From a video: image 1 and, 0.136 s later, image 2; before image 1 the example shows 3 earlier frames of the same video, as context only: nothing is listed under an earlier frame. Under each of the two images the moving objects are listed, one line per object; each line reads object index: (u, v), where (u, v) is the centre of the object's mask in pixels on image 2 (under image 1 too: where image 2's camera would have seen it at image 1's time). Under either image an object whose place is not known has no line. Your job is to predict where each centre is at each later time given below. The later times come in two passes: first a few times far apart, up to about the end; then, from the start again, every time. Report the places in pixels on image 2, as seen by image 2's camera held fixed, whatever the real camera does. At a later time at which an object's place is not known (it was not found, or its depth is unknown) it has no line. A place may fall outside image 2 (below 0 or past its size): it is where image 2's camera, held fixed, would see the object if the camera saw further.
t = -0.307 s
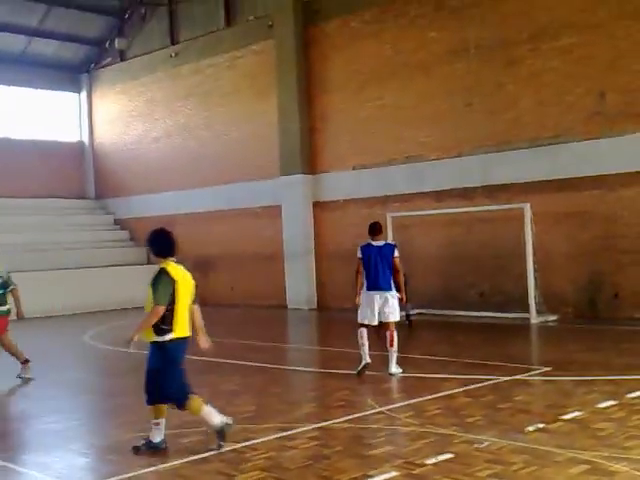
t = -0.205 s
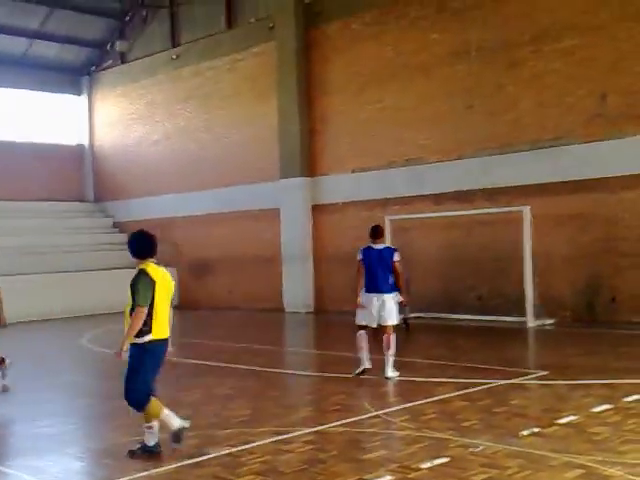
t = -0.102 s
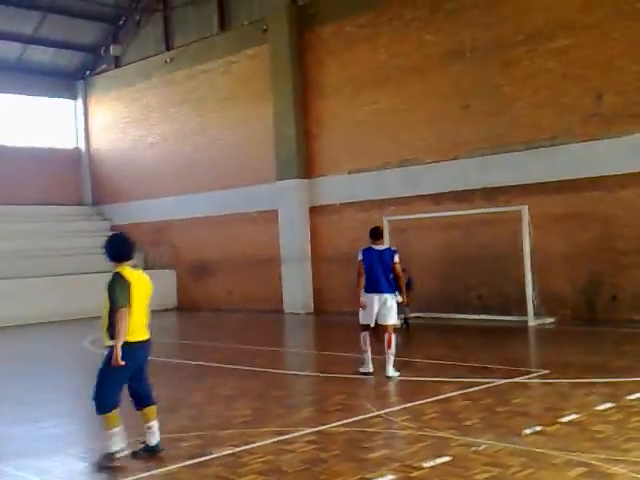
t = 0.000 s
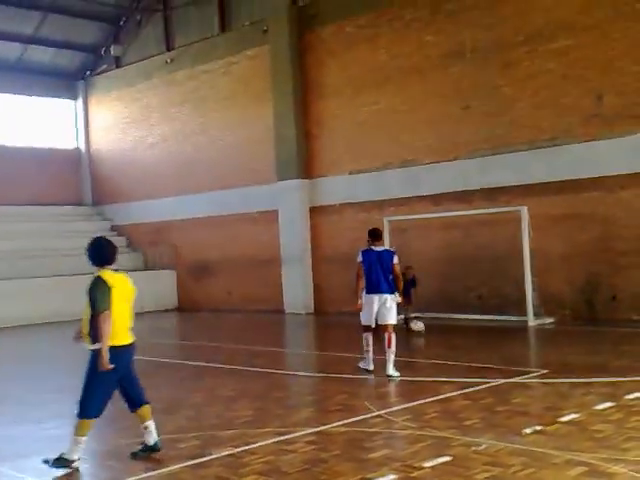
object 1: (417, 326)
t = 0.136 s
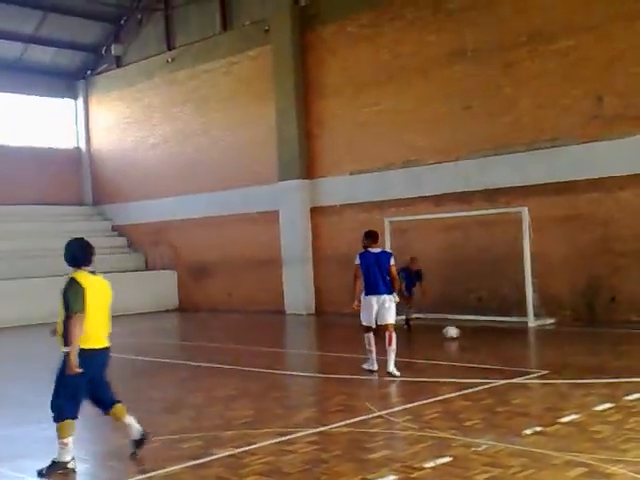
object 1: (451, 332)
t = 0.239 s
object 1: (477, 336)
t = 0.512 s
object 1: (548, 344)
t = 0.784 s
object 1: (625, 354)
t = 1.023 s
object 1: (705, 365)
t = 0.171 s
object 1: (460, 333)
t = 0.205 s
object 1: (468, 336)
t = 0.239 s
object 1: (477, 336)
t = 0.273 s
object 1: (485, 337)
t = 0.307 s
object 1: (494, 337)
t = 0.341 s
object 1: (503, 340)
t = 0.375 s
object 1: (511, 341)
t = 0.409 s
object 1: (520, 341)
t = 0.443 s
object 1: (530, 342)
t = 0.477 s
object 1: (539, 344)
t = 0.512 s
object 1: (548, 344)
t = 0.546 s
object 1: (558, 346)
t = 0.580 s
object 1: (565, 346)
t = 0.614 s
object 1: (575, 348)
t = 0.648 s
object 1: (585, 350)
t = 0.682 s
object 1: (594, 350)
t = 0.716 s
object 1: (603, 352)
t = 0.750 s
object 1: (614, 353)
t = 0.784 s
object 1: (625, 354)
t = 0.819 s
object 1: (636, 357)
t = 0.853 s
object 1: (645, 358)
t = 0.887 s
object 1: (658, 358)
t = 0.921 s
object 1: (670, 360)
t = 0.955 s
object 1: (681, 362)
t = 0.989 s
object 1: (694, 361)
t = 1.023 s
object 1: (705, 365)
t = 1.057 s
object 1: (719, 366)
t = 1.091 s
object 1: (733, 368)
